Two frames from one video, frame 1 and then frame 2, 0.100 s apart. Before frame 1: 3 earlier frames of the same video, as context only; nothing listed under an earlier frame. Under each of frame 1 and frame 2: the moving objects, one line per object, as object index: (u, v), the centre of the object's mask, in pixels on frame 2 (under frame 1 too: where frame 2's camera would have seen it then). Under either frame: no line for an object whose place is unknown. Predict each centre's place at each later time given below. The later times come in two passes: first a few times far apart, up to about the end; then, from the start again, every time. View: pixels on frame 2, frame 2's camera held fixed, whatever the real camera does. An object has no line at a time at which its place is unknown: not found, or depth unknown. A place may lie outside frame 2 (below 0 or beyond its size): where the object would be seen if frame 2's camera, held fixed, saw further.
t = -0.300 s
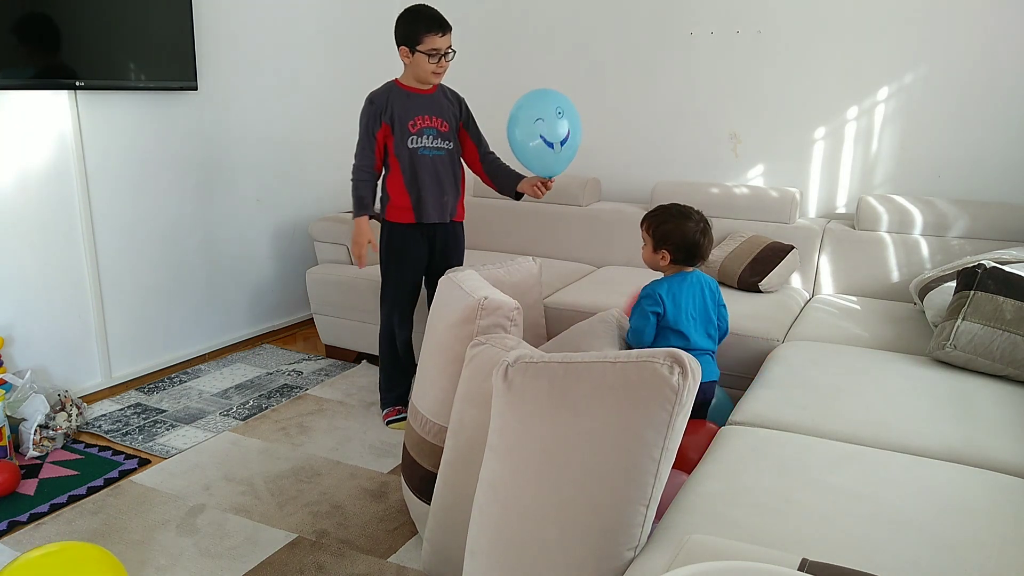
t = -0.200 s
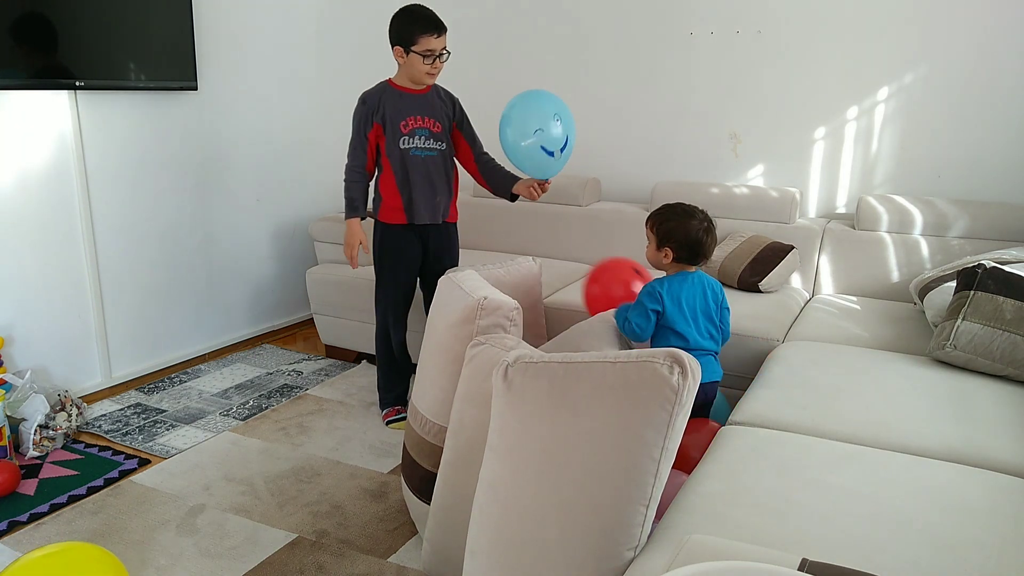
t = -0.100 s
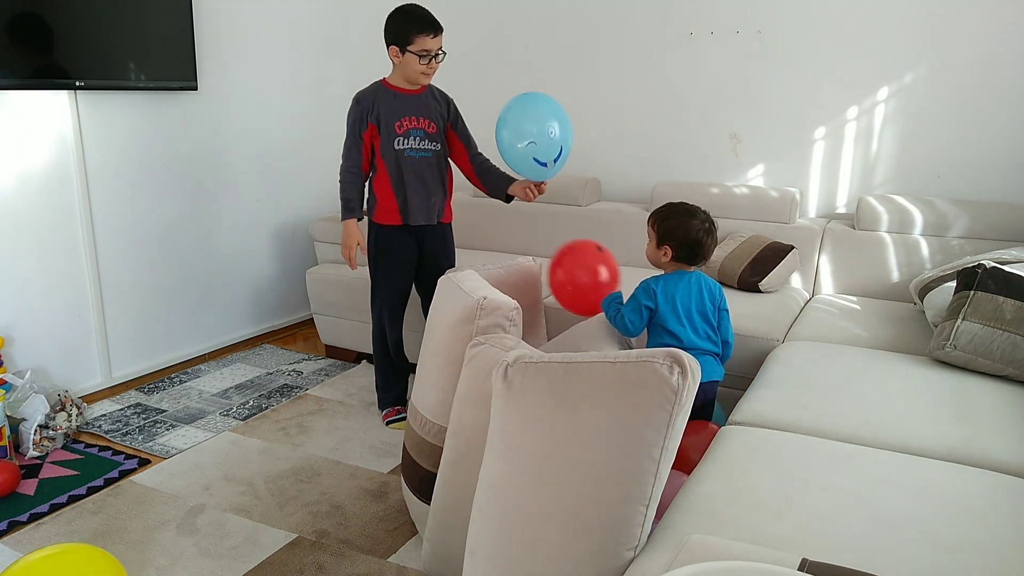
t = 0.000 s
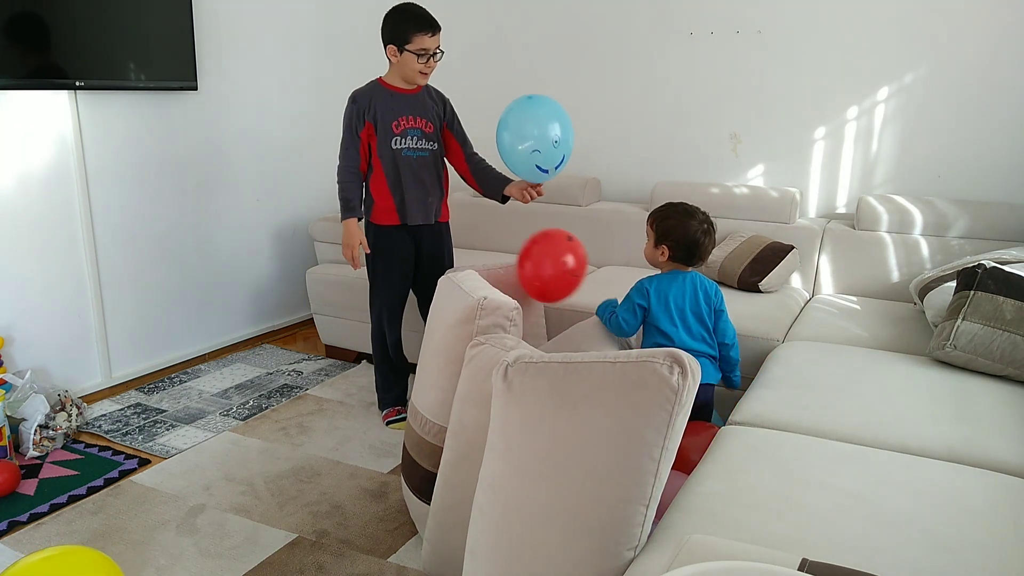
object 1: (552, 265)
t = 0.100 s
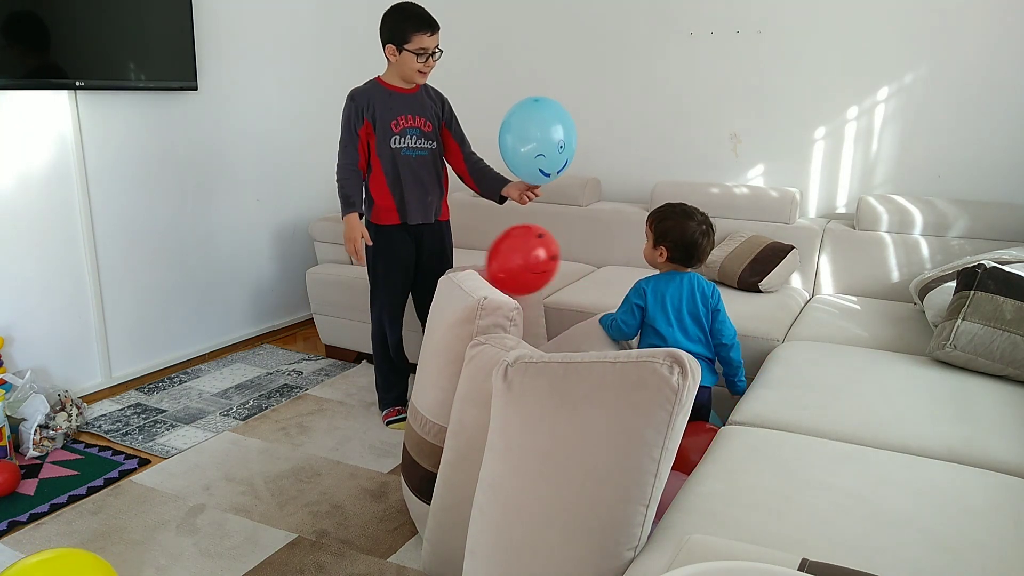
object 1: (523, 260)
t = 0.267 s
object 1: (496, 242)
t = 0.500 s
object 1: (461, 239)
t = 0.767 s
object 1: (423, 267)
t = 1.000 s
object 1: (403, 321)
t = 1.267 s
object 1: (393, 399)
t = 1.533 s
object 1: (372, 404)
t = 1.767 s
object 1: (339, 400)
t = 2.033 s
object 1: (309, 403)
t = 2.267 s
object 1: (286, 401)
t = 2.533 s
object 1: (262, 406)
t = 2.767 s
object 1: (241, 409)
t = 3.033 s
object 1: (222, 410)
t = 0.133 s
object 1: (516, 257)
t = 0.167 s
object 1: (511, 253)
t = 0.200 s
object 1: (506, 249)
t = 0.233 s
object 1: (501, 245)
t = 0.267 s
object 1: (496, 242)
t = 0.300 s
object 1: (491, 240)
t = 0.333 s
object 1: (486, 239)
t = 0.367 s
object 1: (481, 237)
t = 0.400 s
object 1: (476, 237)
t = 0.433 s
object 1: (471, 237)
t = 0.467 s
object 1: (466, 237)
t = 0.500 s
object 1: (461, 239)
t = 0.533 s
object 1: (457, 240)
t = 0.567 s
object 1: (452, 242)
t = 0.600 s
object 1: (447, 245)
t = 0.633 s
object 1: (442, 249)
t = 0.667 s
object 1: (437, 252)
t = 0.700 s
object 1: (432, 257)
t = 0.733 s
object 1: (428, 261)
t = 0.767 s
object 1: (423, 267)
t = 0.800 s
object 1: (419, 273)
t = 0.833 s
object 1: (415, 280)
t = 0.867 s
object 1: (412, 288)
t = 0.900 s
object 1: (409, 296)
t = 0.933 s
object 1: (407, 304)
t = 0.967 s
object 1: (405, 312)
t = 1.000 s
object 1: (403, 321)
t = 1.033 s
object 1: (401, 330)
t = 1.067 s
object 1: (400, 339)
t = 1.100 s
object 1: (398, 349)
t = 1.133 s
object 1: (397, 359)
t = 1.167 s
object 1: (396, 368)
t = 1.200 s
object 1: (395, 378)
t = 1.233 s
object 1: (394, 389)
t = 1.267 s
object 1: (393, 399)
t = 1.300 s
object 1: (392, 411)
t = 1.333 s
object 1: (390, 419)
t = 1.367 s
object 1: (388, 417)
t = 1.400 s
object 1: (385, 413)
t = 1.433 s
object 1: (382, 410)
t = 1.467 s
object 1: (379, 407)
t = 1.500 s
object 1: (376, 405)
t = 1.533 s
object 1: (372, 404)
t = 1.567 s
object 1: (367, 402)
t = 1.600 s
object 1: (362, 400)
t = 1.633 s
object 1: (357, 400)
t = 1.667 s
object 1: (353, 399)
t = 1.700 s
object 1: (348, 399)
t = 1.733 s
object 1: (344, 399)
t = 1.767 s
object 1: (339, 400)
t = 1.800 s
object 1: (335, 401)
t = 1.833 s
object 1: (331, 403)
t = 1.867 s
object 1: (328, 405)
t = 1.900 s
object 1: (324, 407)
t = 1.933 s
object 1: (321, 410)
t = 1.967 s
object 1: (317, 408)
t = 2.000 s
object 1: (313, 405)
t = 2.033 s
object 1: (309, 403)
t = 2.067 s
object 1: (306, 402)
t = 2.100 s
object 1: (302, 400)
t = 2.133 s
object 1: (299, 400)
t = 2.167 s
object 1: (295, 399)
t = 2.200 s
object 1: (292, 399)
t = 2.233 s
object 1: (289, 400)
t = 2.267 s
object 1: (286, 401)
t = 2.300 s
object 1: (283, 402)
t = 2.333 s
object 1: (280, 404)
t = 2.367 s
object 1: (278, 406)
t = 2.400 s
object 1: (275, 409)
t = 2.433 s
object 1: (271, 408)
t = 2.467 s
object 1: (268, 407)
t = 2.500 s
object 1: (265, 406)
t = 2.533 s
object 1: (262, 406)
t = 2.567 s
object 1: (259, 406)
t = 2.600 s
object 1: (256, 407)
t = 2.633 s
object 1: (253, 408)
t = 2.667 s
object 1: (250, 409)
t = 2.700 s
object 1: (247, 408)
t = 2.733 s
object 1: (244, 409)
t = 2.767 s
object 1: (241, 409)
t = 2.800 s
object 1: (239, 409)
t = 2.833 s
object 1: (236, 409)
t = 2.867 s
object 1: (233, 409)
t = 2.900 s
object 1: (231, 409)
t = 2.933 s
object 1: (228, 409)
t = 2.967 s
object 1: (226, 409)
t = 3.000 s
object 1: (224, 410)
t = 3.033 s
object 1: (222, 410)
